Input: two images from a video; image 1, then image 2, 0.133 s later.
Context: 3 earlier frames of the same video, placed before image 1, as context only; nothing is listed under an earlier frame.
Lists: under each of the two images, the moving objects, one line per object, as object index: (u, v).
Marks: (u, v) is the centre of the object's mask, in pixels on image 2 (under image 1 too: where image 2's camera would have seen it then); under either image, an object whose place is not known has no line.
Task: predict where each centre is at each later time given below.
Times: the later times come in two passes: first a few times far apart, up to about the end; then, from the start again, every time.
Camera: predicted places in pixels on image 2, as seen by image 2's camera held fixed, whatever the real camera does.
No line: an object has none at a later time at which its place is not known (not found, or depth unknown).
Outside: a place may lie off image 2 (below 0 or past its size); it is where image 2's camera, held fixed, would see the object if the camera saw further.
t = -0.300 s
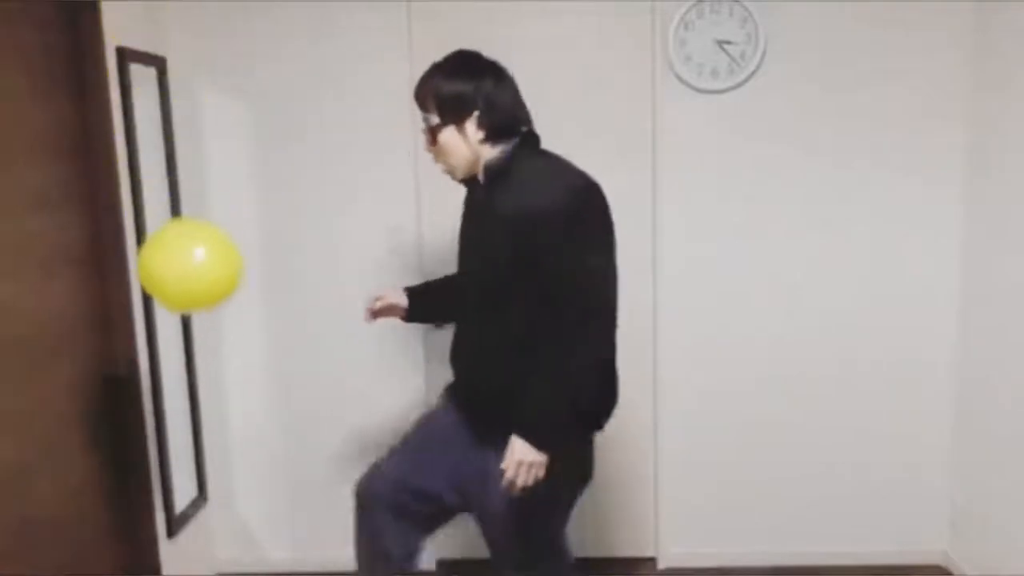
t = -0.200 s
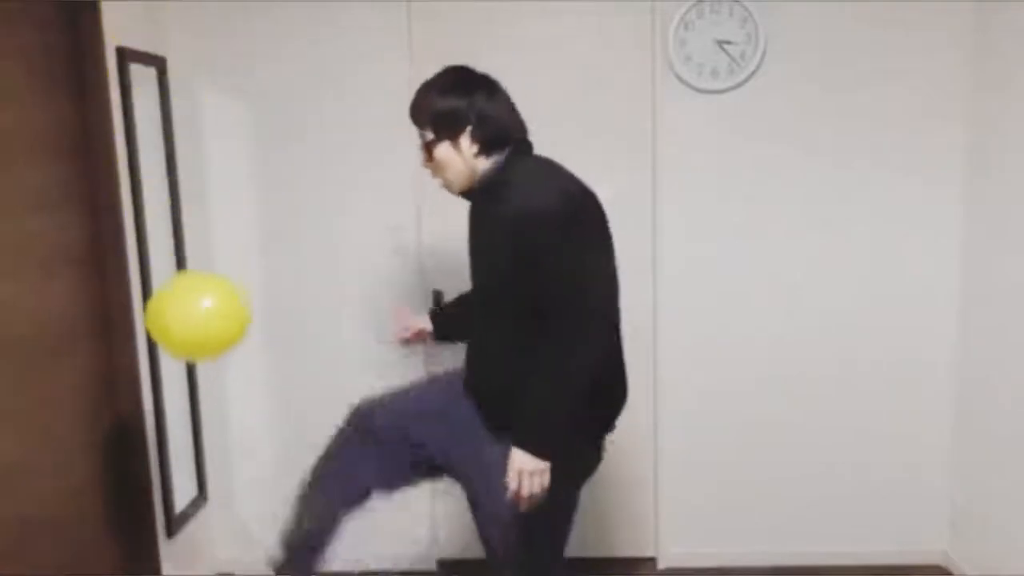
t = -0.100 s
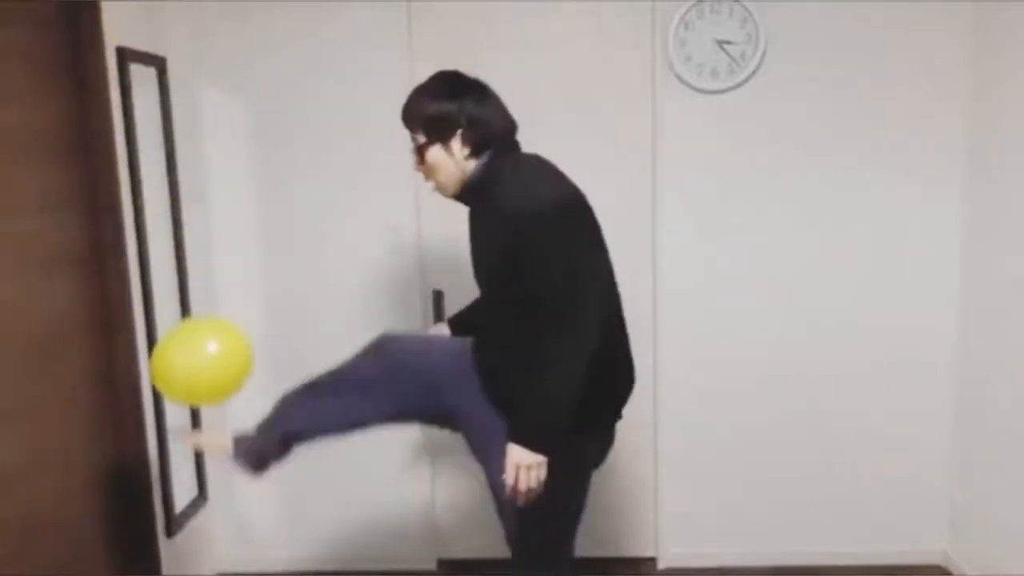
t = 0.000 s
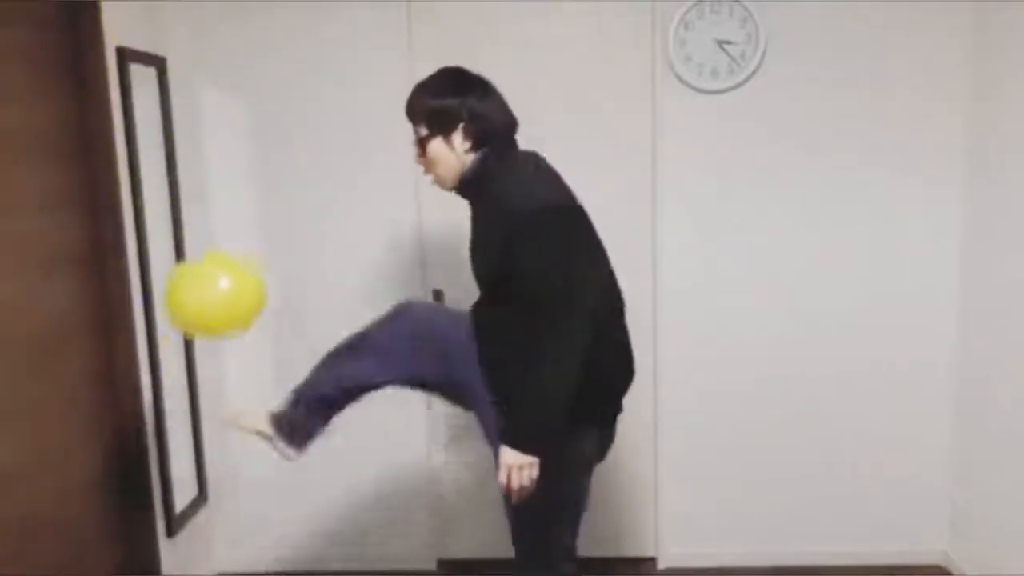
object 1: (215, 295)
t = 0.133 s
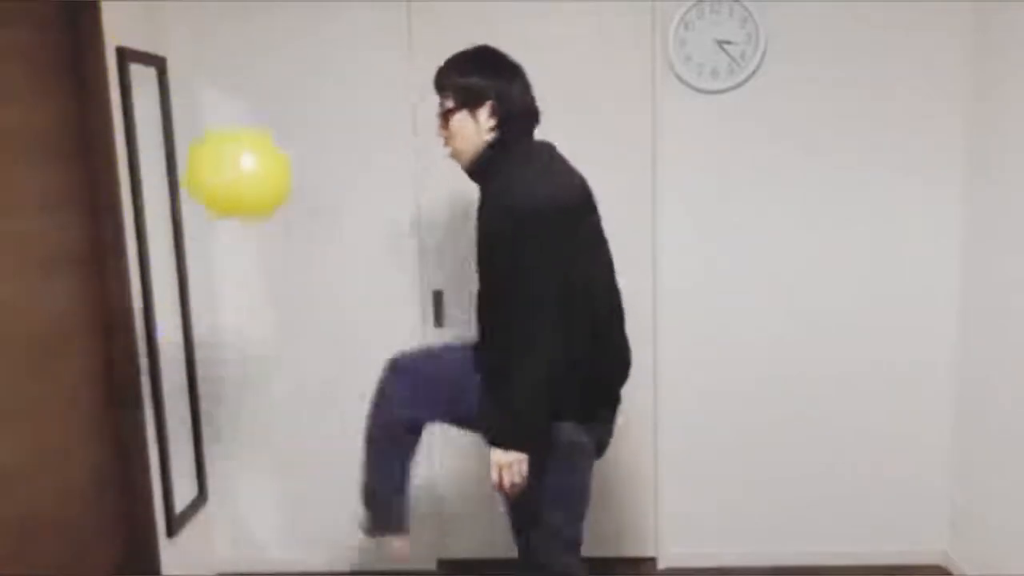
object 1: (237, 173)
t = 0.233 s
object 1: (251, 103)
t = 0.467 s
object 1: (280, 33)
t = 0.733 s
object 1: (300, 34)
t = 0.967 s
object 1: (312, 81)
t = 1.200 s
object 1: (323, 205)
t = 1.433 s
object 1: (323, 351)
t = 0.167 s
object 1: (243, 148)
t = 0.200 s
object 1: (247, 123)
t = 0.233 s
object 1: (251, 103)
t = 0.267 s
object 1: (255, 84)
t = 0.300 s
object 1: (259, 68)
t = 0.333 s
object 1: (264, 54)
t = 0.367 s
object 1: (268, 47)
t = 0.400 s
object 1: (272, 41)
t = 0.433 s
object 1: (276, 36)
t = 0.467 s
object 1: (280, 33)
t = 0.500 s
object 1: (284, 31)
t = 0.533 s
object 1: (288, 29)
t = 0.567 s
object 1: (290, 29)
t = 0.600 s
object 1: (292, 29)
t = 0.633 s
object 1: (295, 29)
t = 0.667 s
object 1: (297, 30)
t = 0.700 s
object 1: (299, 32)
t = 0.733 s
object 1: (300, 34)
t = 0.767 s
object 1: (302, 37)
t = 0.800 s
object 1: (304, 41)
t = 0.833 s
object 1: (305, 46)
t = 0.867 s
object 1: (307, 52)
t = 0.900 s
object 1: (308, 58)
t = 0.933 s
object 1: (311, 67)
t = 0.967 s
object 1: (312, 81)
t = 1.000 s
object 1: (314, 96)
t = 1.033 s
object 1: (315, 111)
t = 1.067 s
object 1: (318, 128)
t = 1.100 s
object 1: (319, 147)
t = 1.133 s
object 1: (321, 166)
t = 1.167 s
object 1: (322, 186)
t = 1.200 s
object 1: (323, 205)
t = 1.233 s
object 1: (323, 226)
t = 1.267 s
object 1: (323, 246)
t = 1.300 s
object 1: (323, 266)
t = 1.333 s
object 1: (322, 287)
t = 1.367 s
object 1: (323, 308)
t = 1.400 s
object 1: (323, 329)
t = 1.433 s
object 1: (323, 351)
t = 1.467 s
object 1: (322, 373)
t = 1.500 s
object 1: (320, 396)
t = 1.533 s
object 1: (318, 417)
